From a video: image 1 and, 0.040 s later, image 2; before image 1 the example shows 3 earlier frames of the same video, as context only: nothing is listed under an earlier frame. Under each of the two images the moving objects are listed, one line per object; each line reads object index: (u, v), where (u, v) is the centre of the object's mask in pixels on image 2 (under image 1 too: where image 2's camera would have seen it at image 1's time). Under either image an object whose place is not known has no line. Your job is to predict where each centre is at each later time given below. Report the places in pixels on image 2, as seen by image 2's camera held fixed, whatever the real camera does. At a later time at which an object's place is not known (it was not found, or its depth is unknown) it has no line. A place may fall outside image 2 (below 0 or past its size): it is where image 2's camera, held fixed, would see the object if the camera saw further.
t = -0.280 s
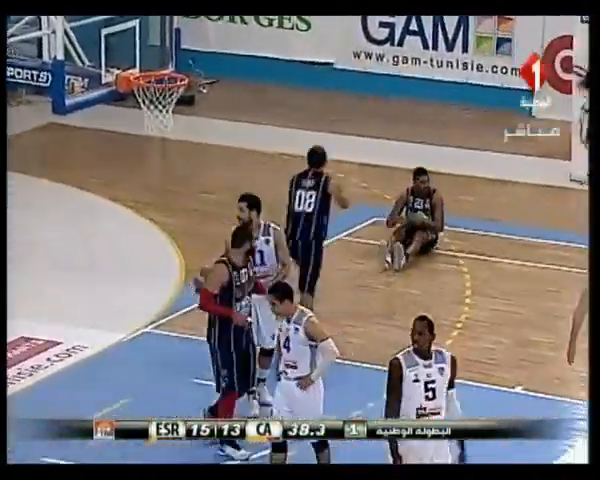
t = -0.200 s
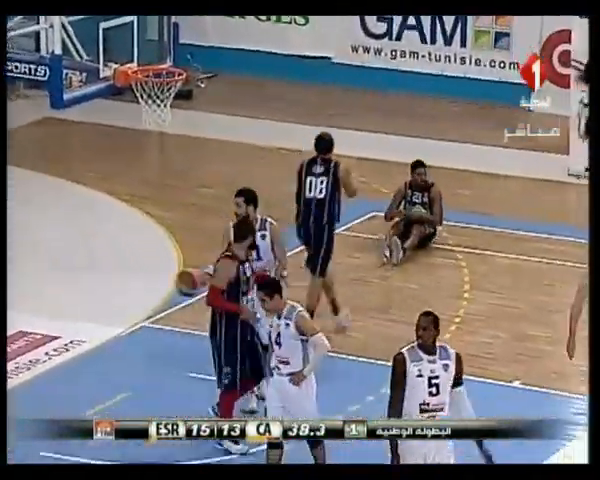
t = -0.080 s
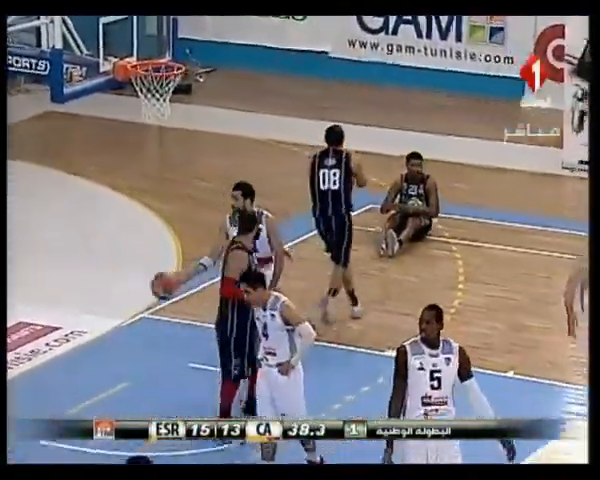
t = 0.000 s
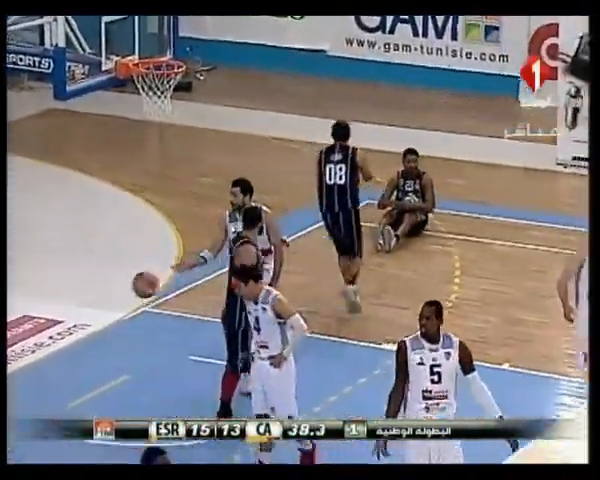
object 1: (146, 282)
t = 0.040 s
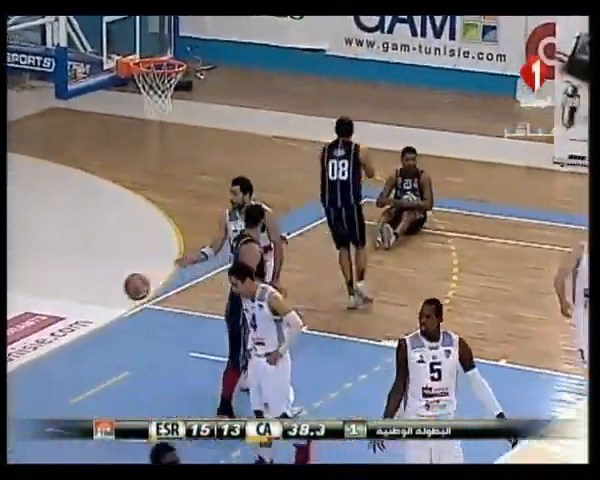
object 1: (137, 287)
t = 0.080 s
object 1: (127, 293)
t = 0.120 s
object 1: (118, 301)
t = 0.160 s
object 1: (108, 311)
